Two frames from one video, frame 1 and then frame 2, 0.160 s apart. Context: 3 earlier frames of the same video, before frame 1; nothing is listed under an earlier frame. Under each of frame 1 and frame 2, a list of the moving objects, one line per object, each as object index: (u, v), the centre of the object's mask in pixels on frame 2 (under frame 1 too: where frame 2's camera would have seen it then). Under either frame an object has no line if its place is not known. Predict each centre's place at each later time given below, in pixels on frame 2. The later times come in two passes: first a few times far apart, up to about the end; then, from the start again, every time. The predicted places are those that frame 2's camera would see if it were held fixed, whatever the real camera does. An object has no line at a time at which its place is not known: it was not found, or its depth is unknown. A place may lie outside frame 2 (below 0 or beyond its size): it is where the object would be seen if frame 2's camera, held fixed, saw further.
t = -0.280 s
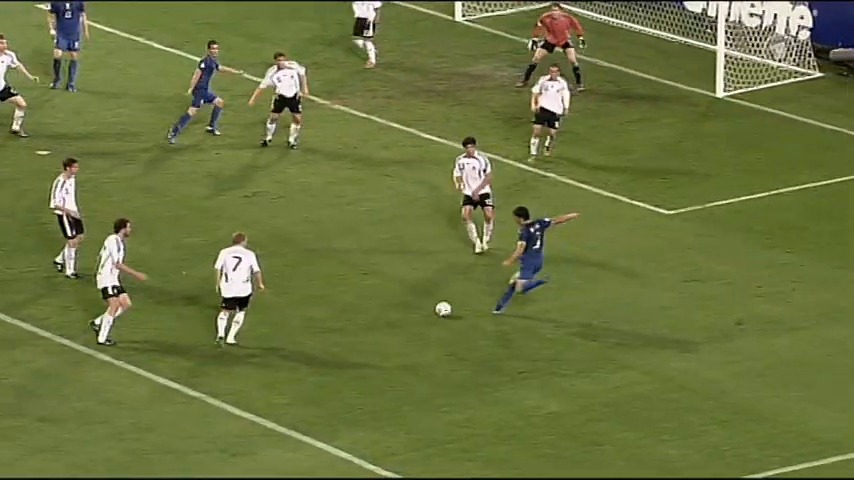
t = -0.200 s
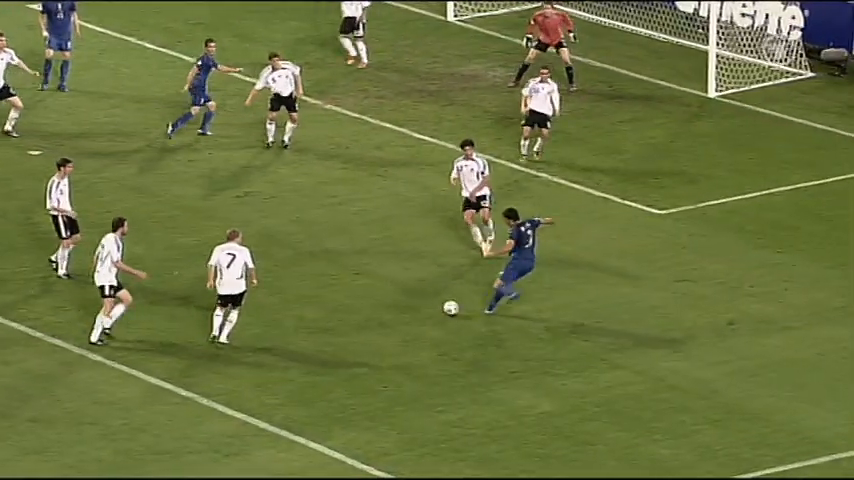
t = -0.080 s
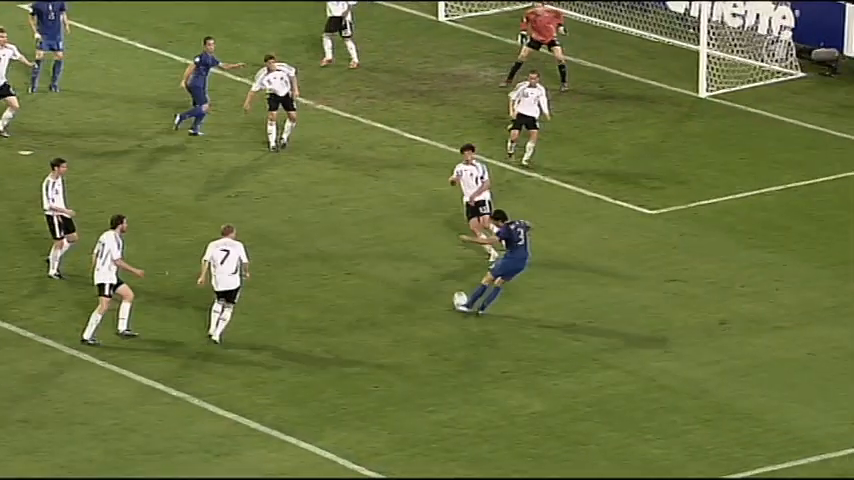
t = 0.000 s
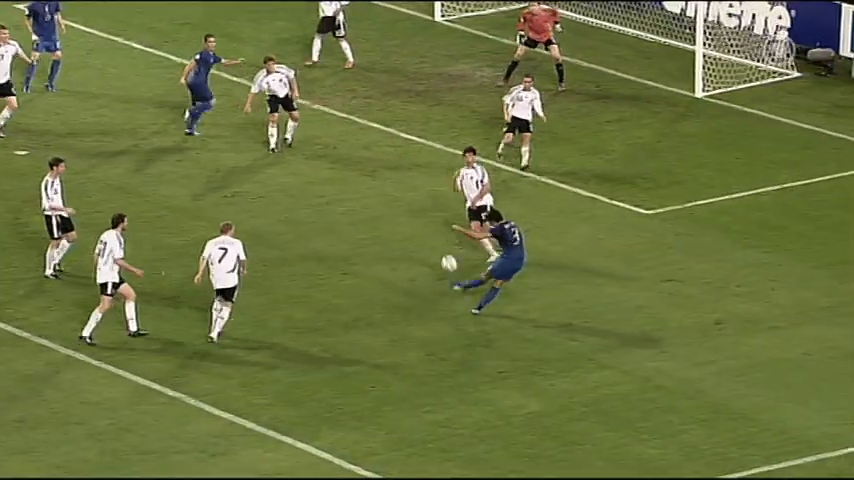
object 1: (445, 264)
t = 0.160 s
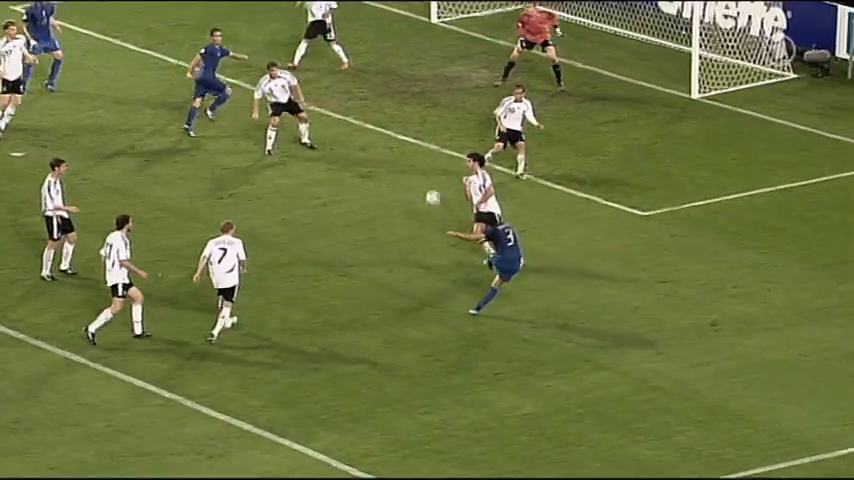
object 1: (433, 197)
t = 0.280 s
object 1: (426, 154)
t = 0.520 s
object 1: (418, 83)
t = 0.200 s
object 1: (430, 182)
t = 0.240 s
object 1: (428, 168)
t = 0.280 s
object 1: (426, 154)
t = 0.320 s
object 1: (425, 140)
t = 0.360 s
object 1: (423, 128)
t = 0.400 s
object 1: (421, 116)
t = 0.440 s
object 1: (420, 105)
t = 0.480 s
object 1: (419, 93)
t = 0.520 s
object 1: (418, 83)
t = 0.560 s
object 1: (417, 73)
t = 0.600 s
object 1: (417, 64)
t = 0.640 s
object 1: (416, 55)
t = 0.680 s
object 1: (416, 46)
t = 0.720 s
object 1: (416, 39)
